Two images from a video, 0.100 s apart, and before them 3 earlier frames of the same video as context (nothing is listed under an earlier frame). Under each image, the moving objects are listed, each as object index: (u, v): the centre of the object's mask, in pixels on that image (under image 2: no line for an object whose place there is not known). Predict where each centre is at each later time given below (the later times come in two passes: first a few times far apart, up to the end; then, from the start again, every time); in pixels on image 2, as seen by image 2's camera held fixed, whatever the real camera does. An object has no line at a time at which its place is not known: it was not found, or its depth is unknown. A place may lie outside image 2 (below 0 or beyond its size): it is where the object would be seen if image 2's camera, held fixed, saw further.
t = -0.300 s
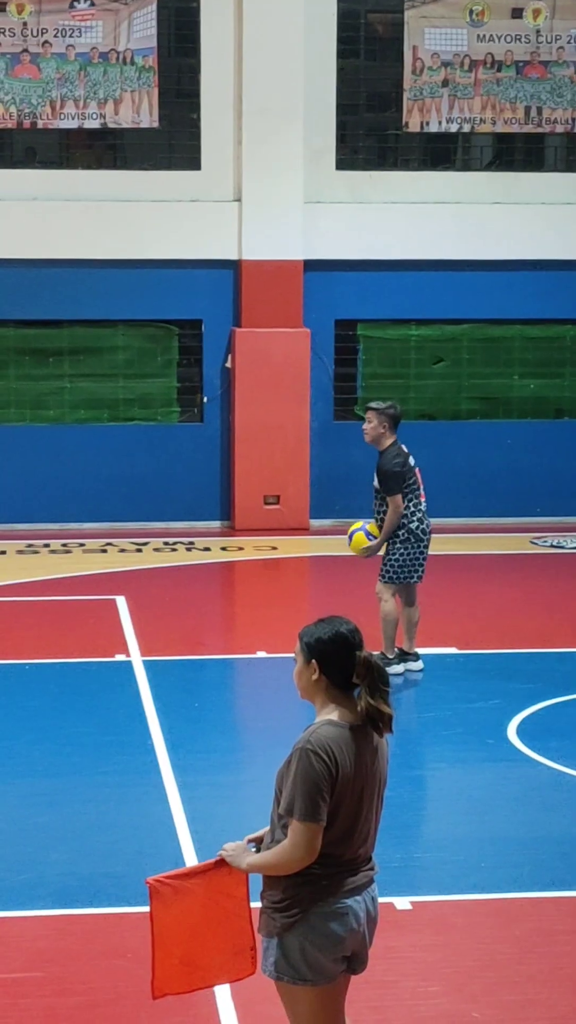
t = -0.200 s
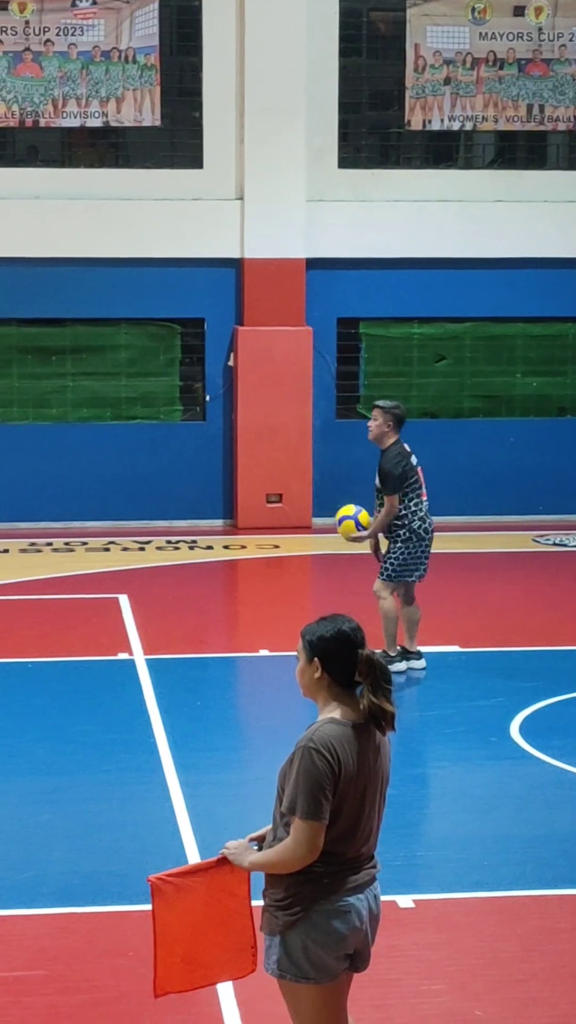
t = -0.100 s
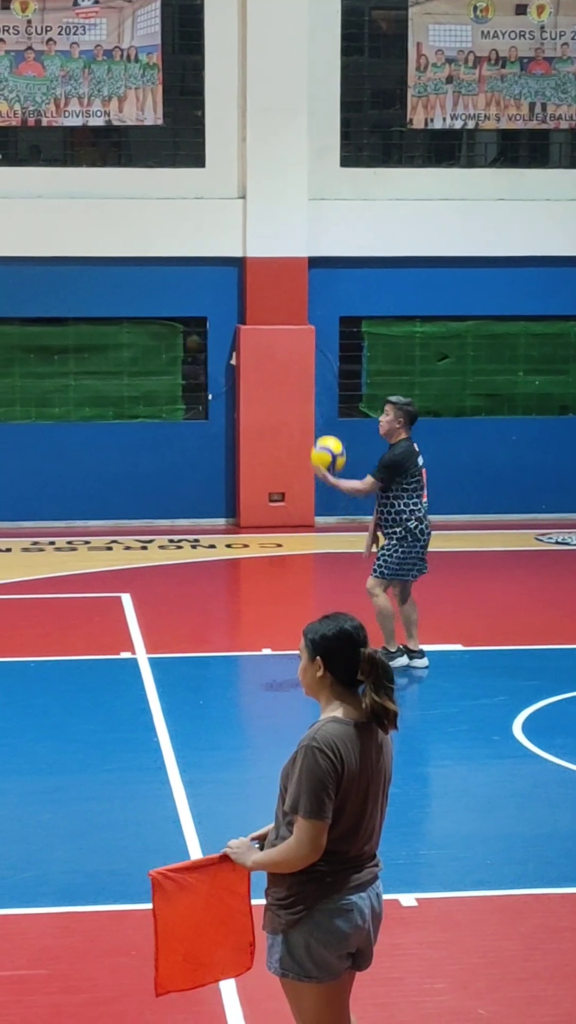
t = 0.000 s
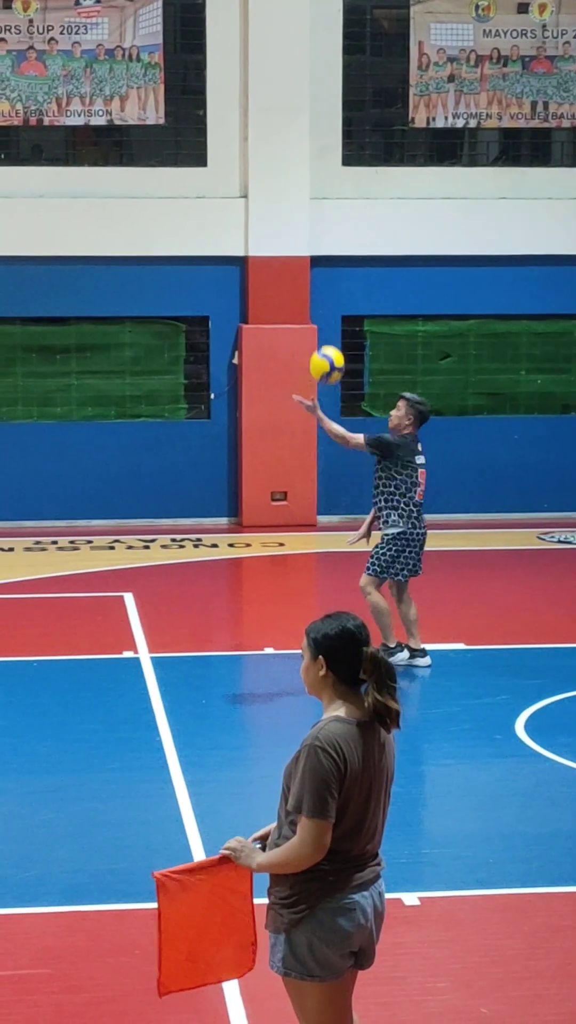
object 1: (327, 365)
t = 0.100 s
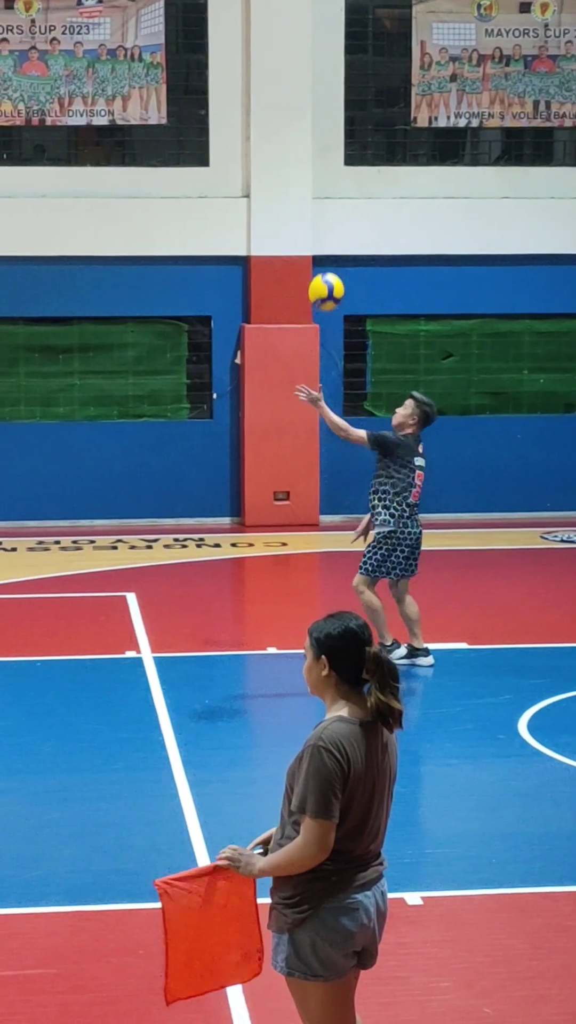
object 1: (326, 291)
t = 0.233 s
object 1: (322, 219)
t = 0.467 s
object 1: (315, 163)
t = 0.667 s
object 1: (309, 185)
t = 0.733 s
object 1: (307, 207)
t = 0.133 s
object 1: (325, 271)
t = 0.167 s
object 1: (324, 252)
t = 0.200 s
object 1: (323, 234)
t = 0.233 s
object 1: (322, 219)
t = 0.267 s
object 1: (320, 206)
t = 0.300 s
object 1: (320, 194)
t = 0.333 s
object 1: (319, 184)
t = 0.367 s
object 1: (317, 176)
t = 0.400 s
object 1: (317, 170)
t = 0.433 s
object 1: (316, 165)
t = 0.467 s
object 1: (315, 163)
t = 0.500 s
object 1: (314, 162)
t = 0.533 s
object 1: (313, 163)
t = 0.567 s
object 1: (312, 166)
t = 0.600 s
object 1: (311, 171)
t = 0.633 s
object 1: (310, 177)
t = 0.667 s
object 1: (309, 185)
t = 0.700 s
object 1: (308, 195)
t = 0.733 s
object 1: (307, 207)
